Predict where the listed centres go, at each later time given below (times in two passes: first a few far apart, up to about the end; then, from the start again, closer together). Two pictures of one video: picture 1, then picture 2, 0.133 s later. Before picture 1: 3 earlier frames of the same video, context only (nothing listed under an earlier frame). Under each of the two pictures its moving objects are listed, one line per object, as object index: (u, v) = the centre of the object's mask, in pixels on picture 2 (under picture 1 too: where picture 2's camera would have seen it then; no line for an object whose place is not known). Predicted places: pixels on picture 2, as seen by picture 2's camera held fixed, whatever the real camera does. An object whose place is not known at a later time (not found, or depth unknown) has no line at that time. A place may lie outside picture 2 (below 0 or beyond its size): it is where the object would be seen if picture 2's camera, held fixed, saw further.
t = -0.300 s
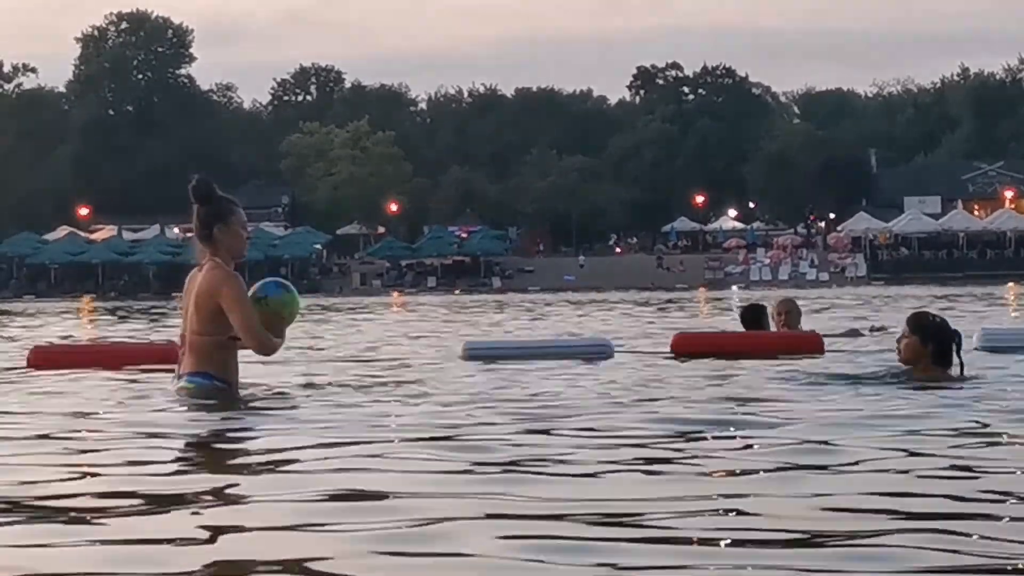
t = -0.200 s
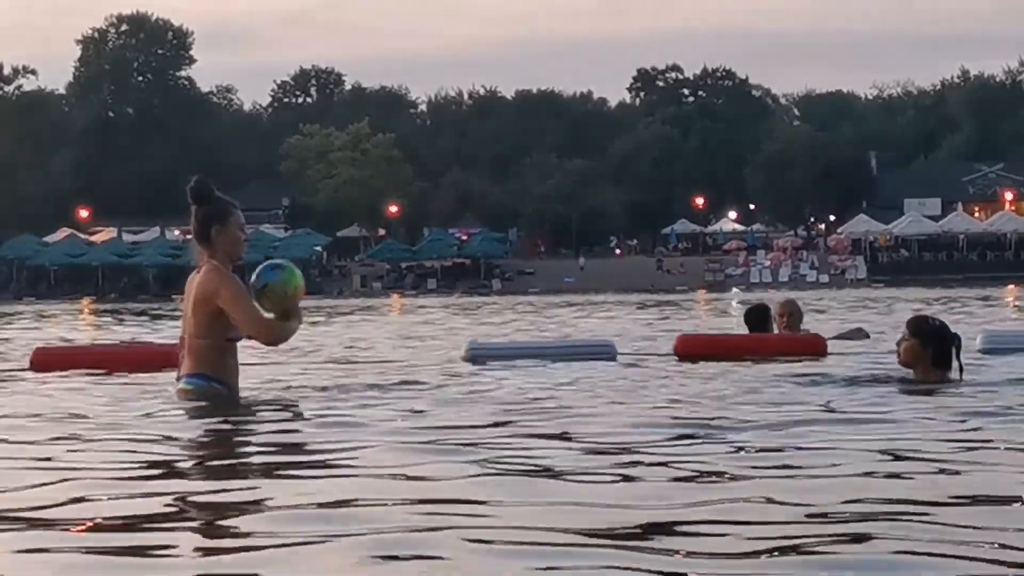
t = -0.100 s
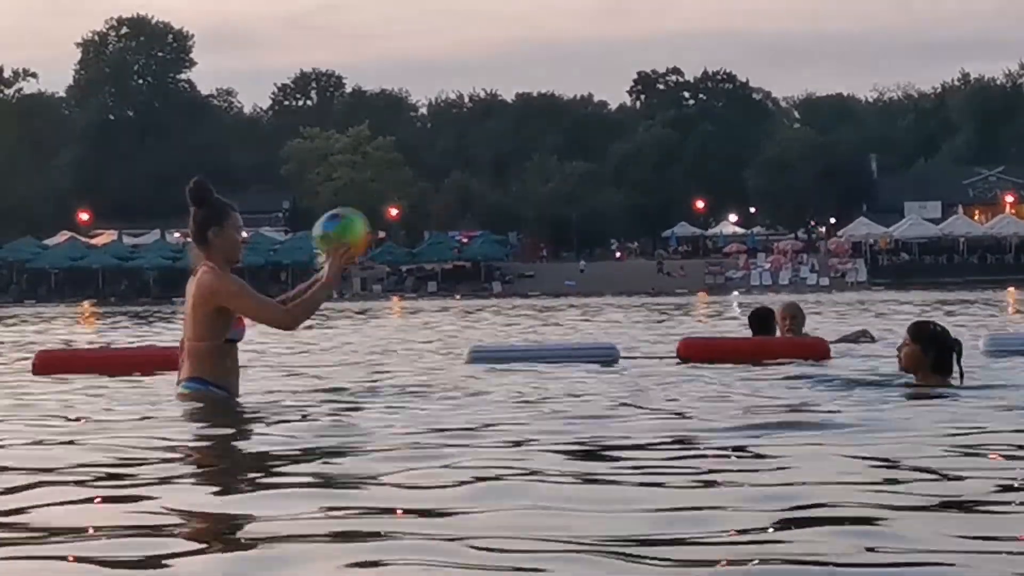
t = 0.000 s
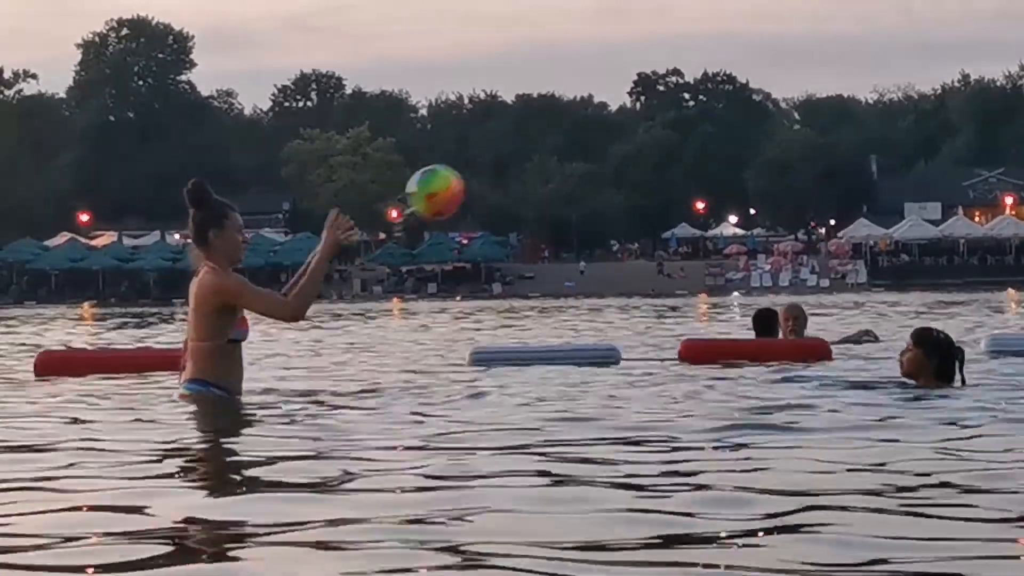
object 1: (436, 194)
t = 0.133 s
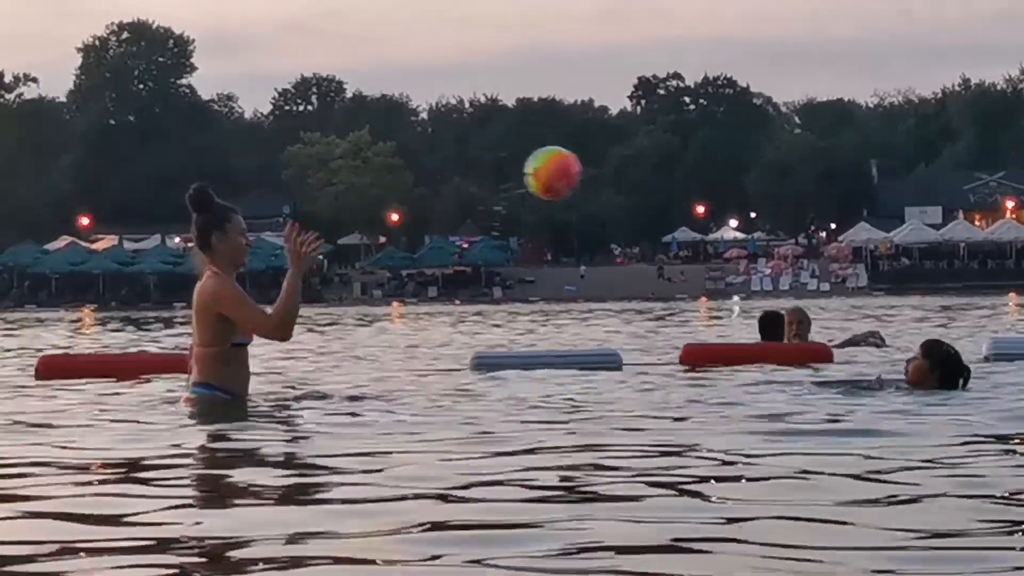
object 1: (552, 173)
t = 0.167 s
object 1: (580, 174)
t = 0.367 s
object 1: (732, 229)
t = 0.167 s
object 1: (580, 174)
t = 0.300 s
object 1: (684, 200)
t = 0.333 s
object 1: (708, 212)
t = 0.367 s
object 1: (732, 229)
